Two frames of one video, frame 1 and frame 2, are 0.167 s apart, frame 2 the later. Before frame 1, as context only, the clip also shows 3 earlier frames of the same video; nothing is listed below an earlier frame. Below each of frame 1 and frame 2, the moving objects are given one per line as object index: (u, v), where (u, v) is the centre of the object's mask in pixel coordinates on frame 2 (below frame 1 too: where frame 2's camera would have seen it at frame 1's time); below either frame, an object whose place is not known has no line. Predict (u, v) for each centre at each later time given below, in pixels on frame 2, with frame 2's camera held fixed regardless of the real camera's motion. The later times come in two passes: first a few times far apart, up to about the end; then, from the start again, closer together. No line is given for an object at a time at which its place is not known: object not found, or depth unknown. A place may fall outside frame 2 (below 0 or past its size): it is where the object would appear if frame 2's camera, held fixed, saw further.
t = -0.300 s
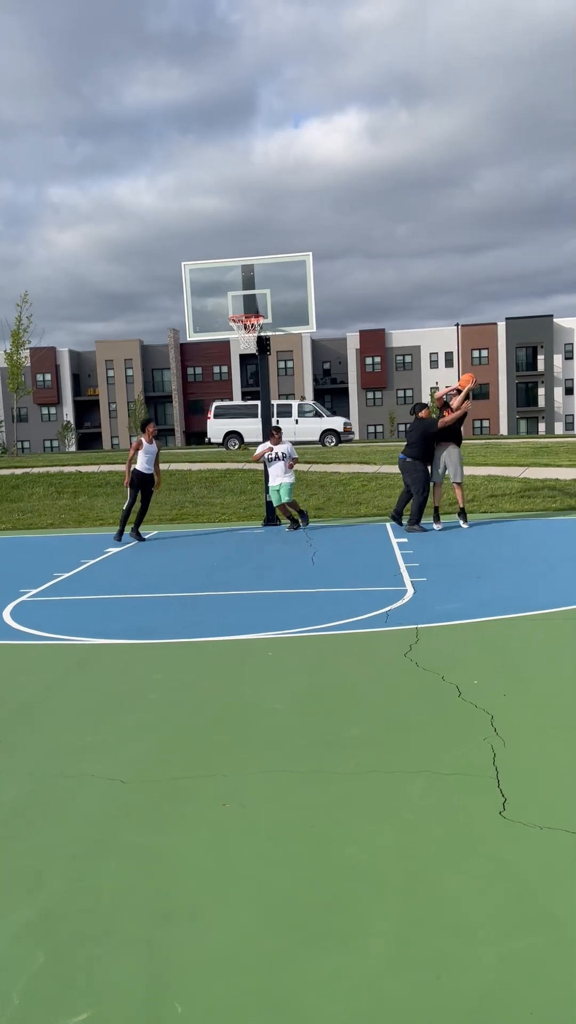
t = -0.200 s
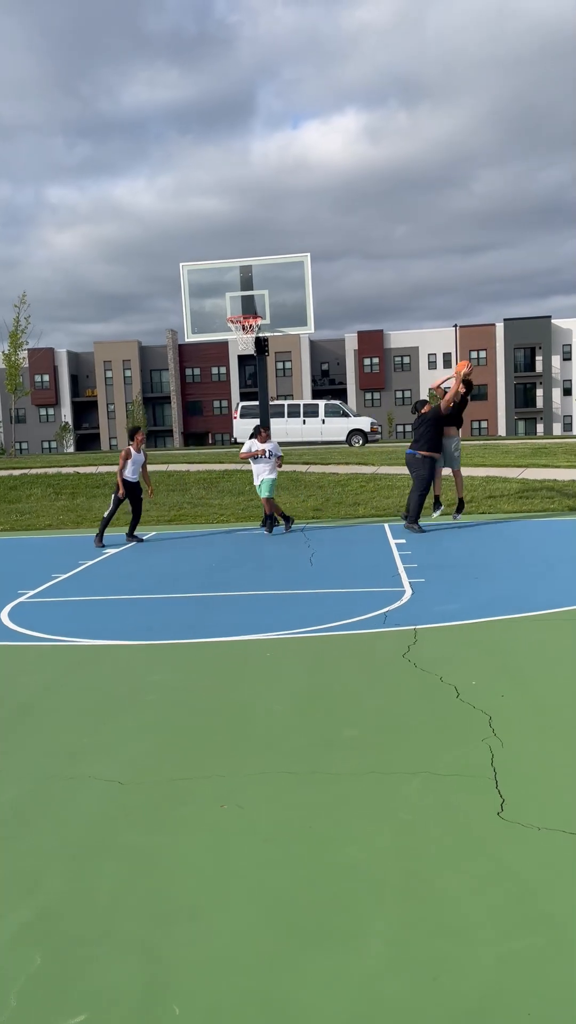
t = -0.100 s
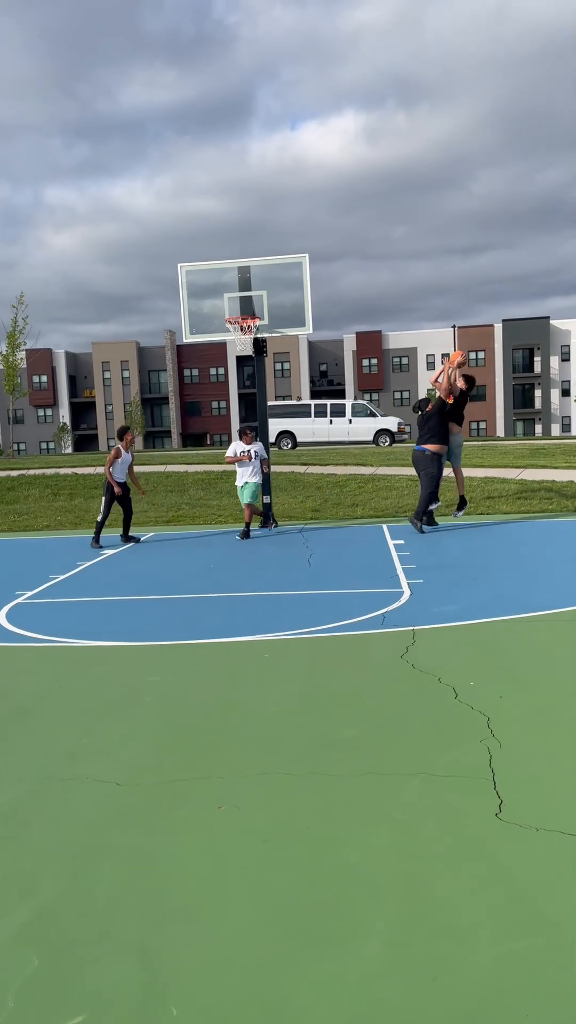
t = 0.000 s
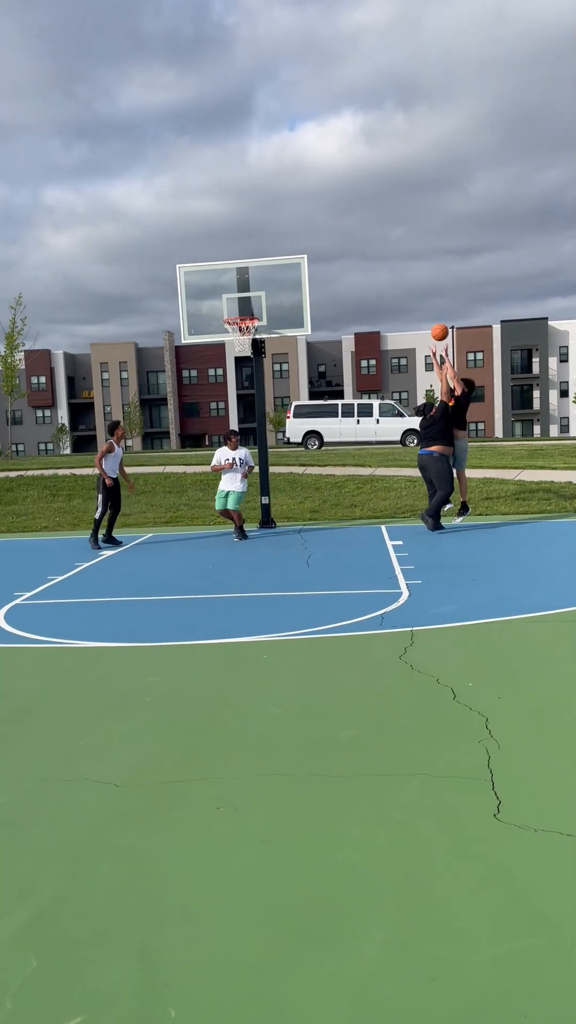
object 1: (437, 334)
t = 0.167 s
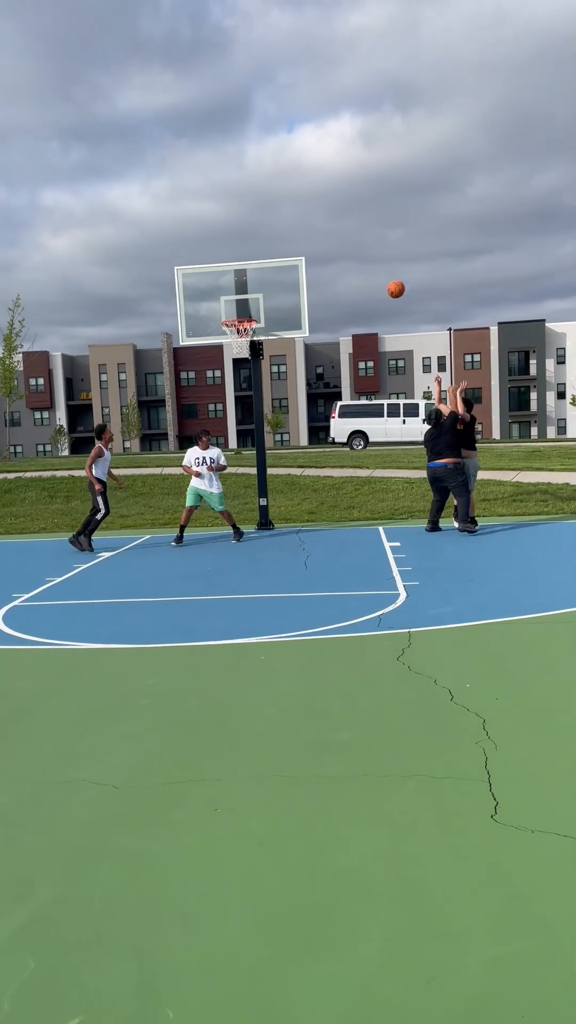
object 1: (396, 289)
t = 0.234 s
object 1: (380, 277)
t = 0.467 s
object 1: (323, 258)
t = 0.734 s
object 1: (305, 273)
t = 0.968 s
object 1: (302, 330)
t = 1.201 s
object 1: (302, 433)
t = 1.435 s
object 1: (305, 527)
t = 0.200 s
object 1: (388, 283)
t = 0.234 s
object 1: (380, 277)
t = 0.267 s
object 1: (371, 272)
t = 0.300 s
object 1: (363, 268)
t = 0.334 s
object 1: (355, 264)
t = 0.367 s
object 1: (347, 261)
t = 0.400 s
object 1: (339, 259)
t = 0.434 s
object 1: (331, 259)
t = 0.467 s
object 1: (323, 258)
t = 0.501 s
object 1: (315, 259)
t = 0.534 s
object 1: (309, 260)
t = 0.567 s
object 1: (308, 260)
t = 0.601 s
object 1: (308, 261)
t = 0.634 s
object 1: (307, 263)
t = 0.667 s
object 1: (306, 265)
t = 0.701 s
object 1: (306, 269)
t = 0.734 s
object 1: (305, 273)
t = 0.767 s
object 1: (305, 279)
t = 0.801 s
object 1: (304, 285)
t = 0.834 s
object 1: (304, 292)
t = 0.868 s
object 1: (303, 300)
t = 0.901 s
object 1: (303, 309)
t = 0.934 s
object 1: (303, 319)
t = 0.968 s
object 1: (302, 330)
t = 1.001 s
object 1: (302, 342)
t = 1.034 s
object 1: (302, 354)
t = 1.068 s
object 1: (302, 368)
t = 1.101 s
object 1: (302, 382)
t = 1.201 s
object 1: (302, 433)
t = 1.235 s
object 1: (302, 451)
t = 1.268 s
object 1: (302, 471)
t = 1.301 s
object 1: (302, 492)
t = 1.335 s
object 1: (302, 514)
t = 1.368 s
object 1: (303, 537)
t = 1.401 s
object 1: (304, 545)
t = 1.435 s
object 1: (305, 527)
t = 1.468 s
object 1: (305, 509)
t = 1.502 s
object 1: (306, 492)
